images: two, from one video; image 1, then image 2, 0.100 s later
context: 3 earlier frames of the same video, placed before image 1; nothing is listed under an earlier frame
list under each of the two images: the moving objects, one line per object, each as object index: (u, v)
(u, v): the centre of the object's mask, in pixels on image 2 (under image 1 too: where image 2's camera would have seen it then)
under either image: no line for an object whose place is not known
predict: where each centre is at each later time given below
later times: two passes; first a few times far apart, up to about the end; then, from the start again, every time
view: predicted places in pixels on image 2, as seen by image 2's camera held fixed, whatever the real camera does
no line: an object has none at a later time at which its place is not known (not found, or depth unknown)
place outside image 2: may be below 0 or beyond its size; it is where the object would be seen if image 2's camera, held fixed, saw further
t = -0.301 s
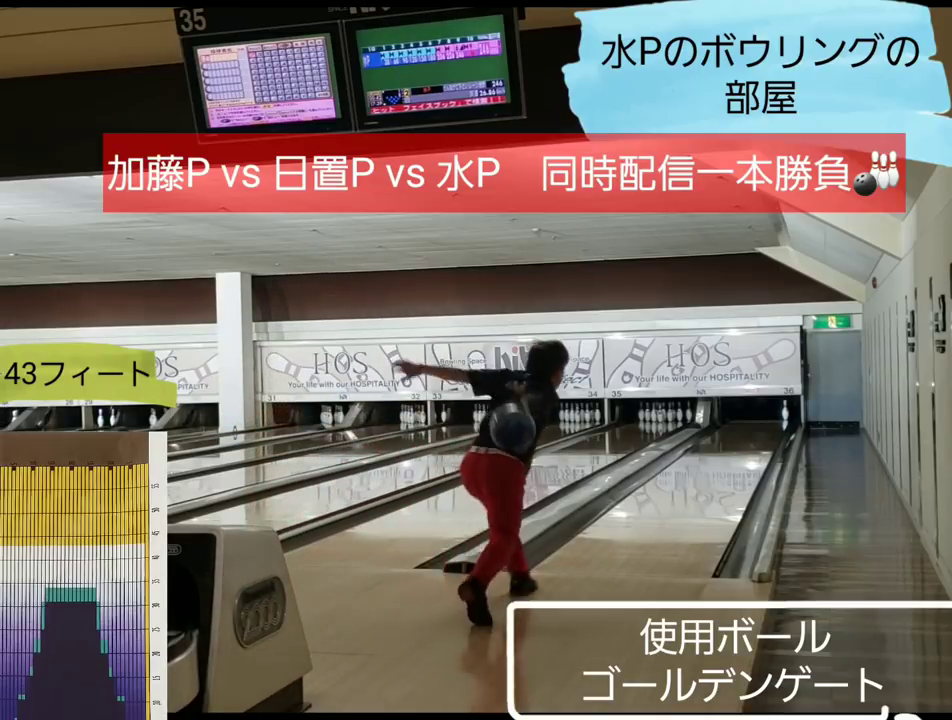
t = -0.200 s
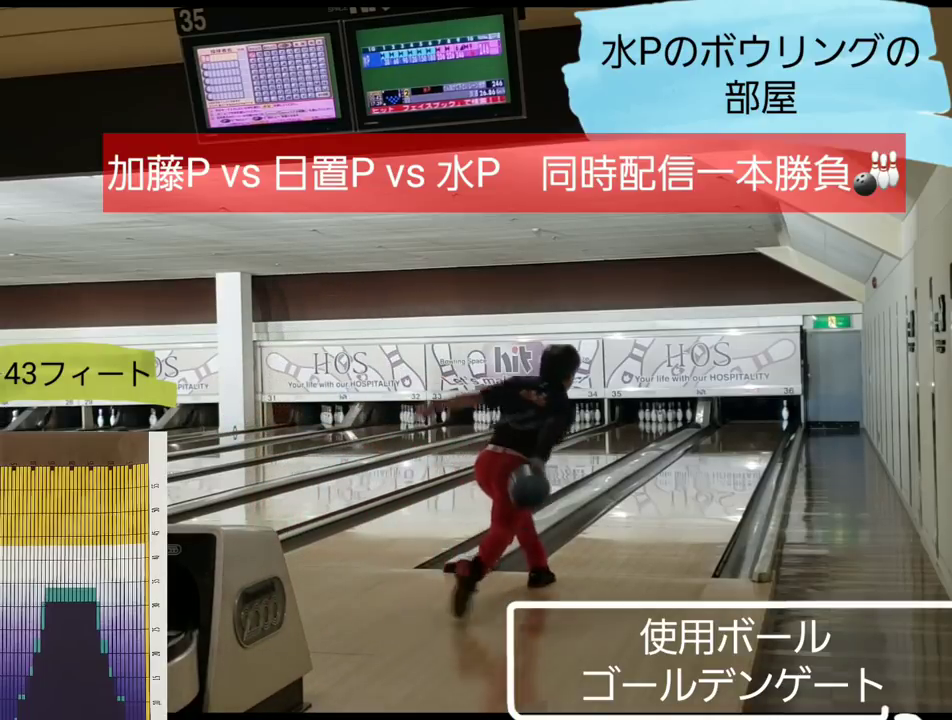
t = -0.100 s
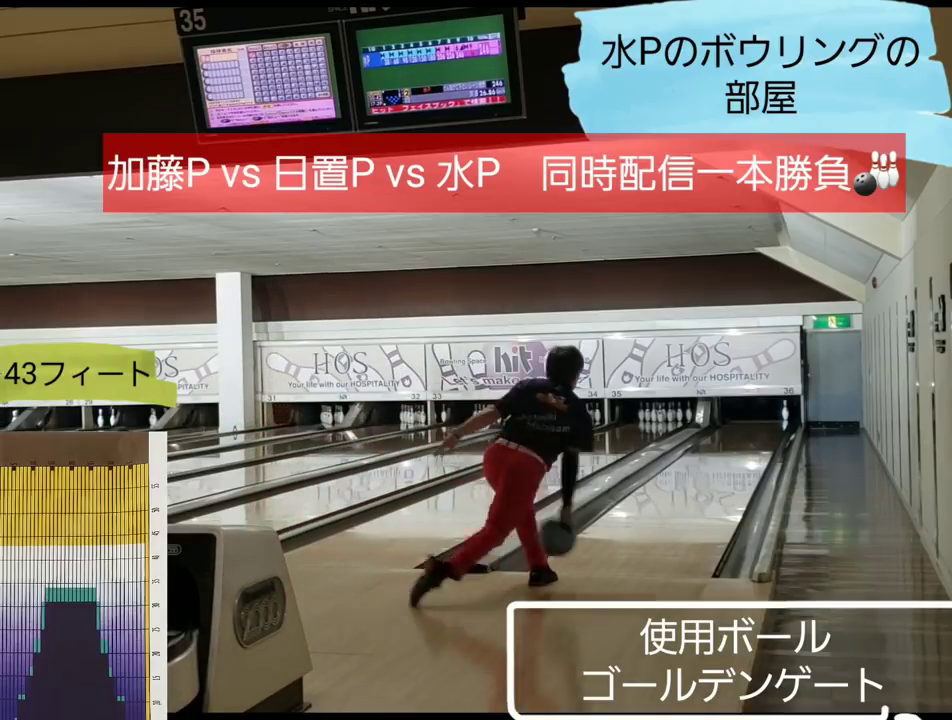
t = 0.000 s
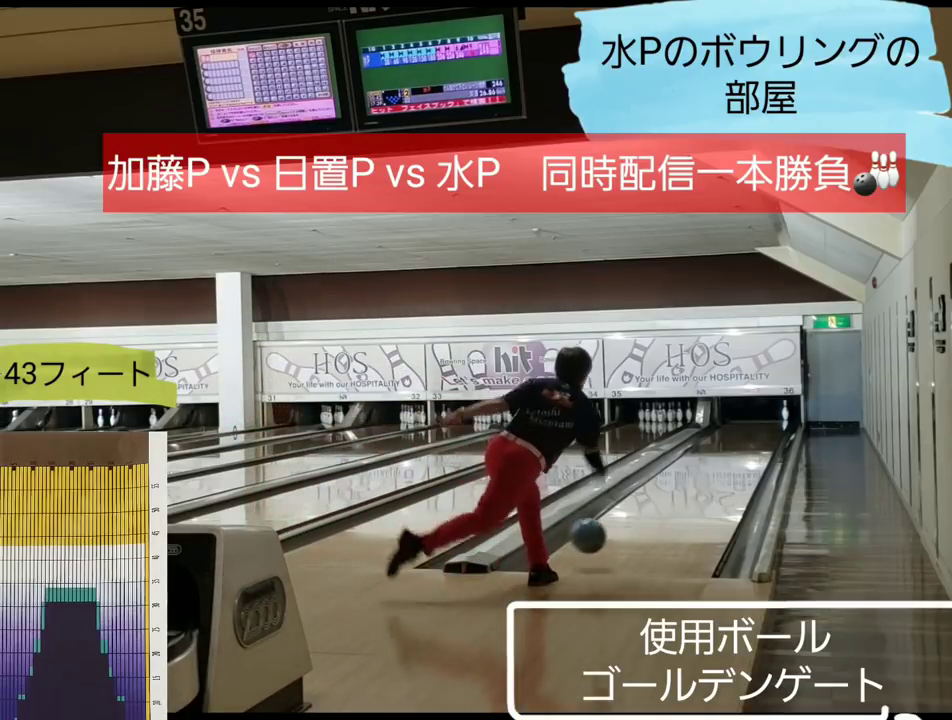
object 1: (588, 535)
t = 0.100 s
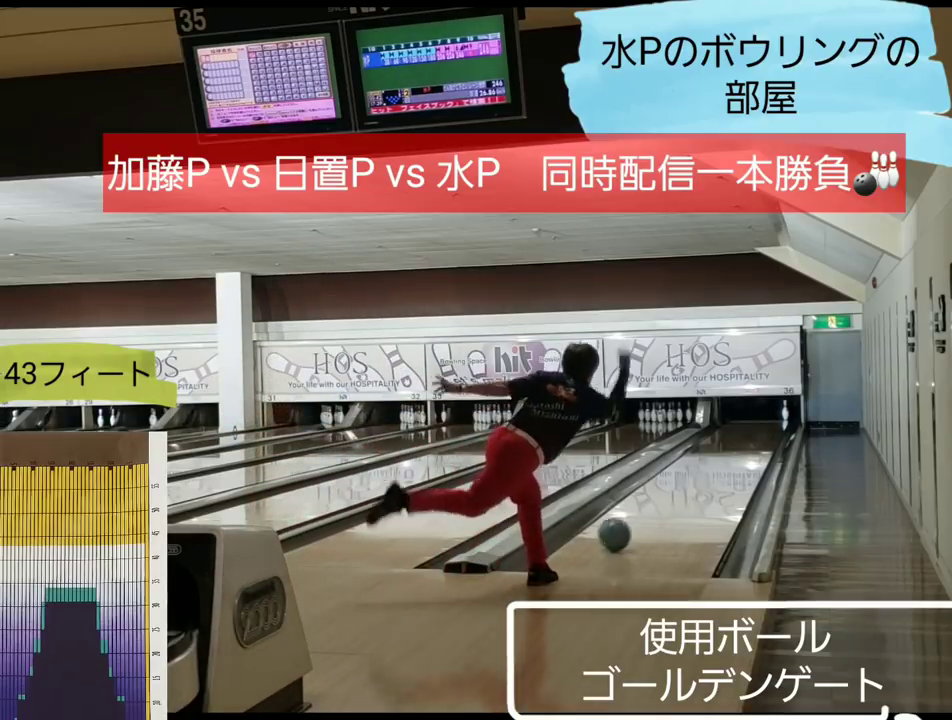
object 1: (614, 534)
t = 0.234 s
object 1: (642, 516)
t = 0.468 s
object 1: (679, 491)
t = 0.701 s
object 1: (706, 473)
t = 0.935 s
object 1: (726, 460)
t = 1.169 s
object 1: (741, 448)
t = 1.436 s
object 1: (755, 438)
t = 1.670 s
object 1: (764, 431)
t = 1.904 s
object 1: (771, 425)
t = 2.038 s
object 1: (775, 422)
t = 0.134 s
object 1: (622, 530)
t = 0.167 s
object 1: (629, 525)
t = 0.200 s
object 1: (636, 520)
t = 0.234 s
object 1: (642, 516)
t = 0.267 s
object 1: (648, 512)
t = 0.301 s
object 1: (654, 508)
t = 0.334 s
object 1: (659, 504)
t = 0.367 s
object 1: (665, 500)
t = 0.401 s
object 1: (670, 497)
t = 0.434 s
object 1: (675, 494)
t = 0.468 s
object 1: (679, 491)
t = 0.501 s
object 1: (684, 488)
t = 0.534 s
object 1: (688, 485)
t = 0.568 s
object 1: (692, 482)
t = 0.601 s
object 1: (696, 479)
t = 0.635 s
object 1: (699, 477)
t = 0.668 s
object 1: (703, 475)
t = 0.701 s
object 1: (706, 473)
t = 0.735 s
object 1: (709, 471)
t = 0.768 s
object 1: (712, 469)
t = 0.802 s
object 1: (715, 466)
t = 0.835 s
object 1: (718, 465)
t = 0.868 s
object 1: (721, 463)
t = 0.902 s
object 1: (724, 461)
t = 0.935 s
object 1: (726, 460)
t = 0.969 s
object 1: (729, 458)
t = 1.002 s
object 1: (731, 456)
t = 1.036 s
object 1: (733, 454)
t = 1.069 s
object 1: (735, 452)
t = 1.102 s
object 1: (737, 451)
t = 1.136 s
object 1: (740, 449)
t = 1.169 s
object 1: (741, 448)
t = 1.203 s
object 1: (743, 447)
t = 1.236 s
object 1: (745, 445)
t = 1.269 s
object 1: (747, 444)
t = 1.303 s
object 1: (749, 443)
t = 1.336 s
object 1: (750, 441)
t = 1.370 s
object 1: (752, 440)
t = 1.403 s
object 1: (753, 439)
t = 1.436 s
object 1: (755, 438)
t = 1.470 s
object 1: (757, 437)
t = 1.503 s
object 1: (758, 436)
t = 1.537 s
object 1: (760, 435)
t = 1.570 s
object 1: (761, 433)
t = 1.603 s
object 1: (762, 432)
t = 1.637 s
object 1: (763, 432)
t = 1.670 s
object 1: (764, 431)
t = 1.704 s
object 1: (765, 430)
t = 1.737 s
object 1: (766, 429)
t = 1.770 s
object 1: (768, 428)
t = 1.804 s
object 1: (769, 428)
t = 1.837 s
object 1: (769, 426)
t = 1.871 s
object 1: (770, 426)
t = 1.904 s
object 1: (771, 425)
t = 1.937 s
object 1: (772, 424)
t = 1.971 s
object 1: (773, 424)
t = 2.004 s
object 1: (774, 423)
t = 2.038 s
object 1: (775, 422)
